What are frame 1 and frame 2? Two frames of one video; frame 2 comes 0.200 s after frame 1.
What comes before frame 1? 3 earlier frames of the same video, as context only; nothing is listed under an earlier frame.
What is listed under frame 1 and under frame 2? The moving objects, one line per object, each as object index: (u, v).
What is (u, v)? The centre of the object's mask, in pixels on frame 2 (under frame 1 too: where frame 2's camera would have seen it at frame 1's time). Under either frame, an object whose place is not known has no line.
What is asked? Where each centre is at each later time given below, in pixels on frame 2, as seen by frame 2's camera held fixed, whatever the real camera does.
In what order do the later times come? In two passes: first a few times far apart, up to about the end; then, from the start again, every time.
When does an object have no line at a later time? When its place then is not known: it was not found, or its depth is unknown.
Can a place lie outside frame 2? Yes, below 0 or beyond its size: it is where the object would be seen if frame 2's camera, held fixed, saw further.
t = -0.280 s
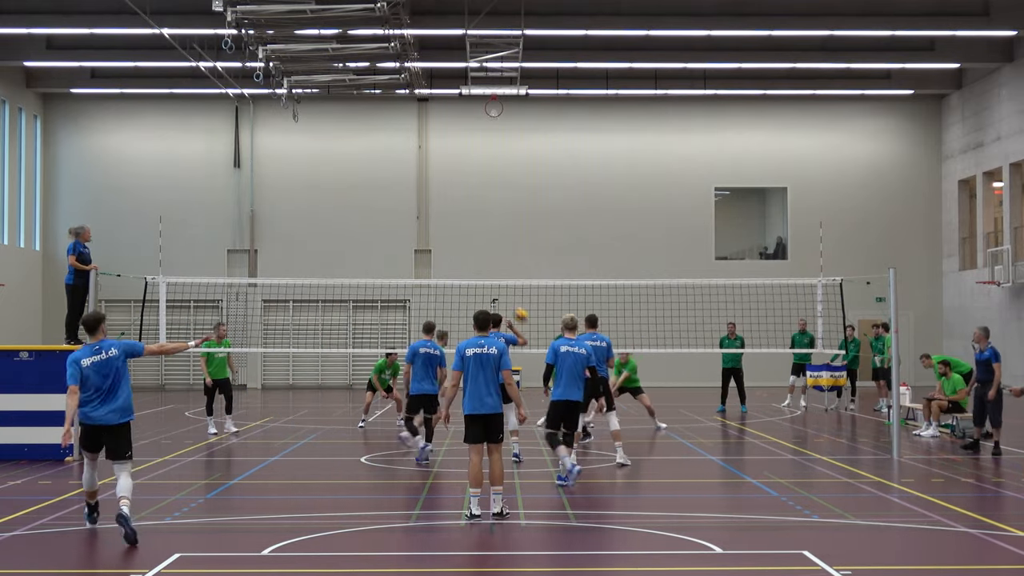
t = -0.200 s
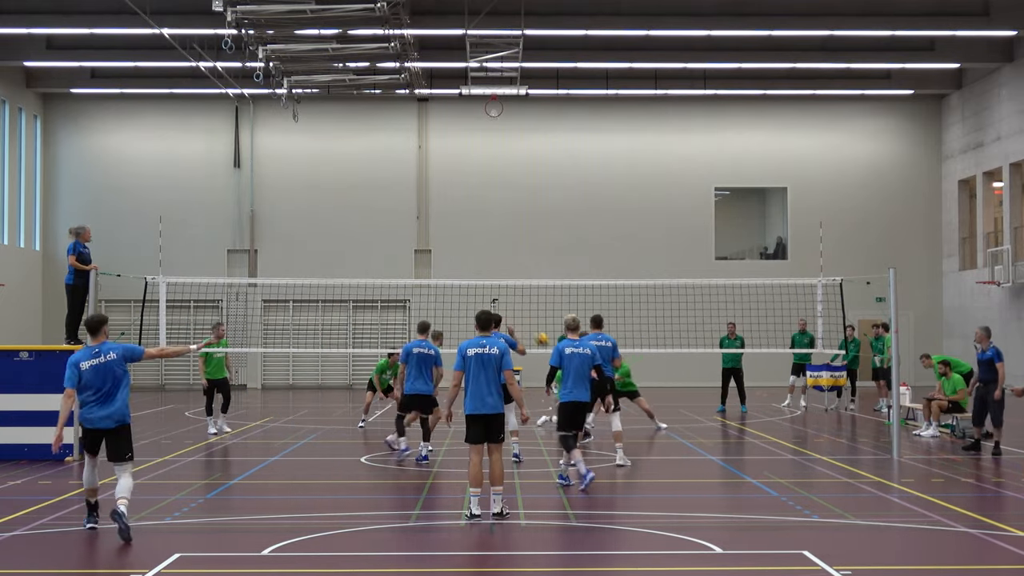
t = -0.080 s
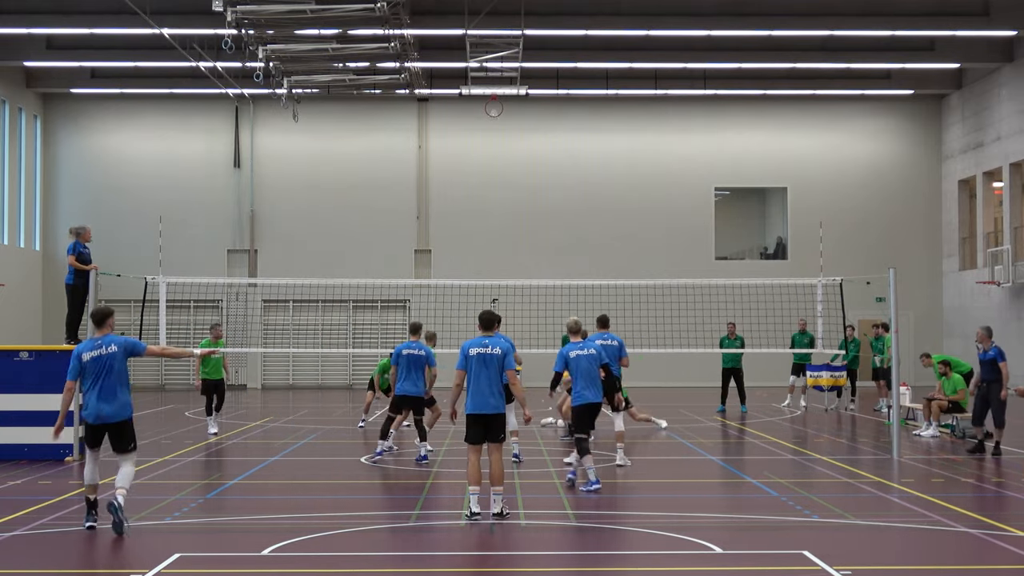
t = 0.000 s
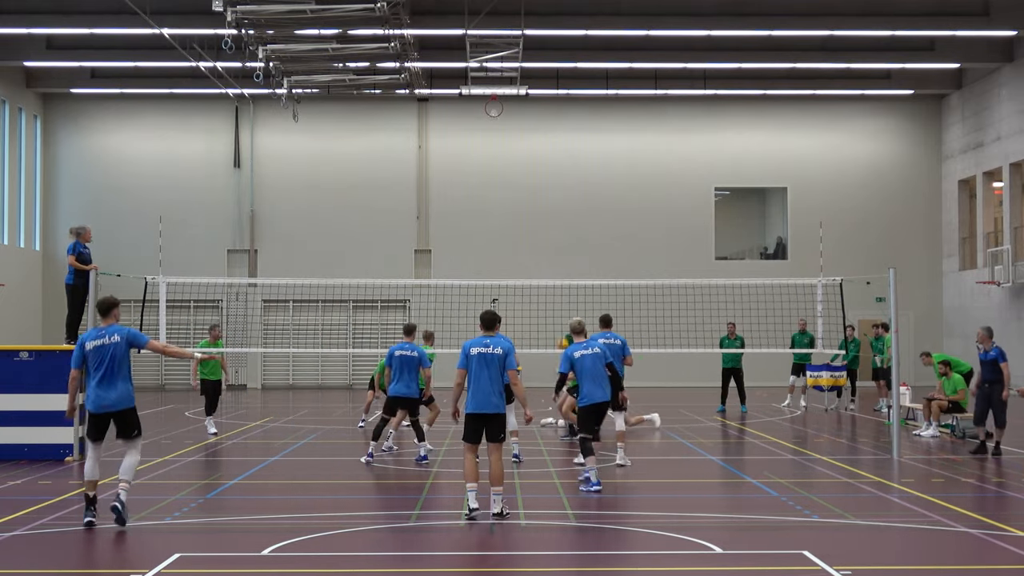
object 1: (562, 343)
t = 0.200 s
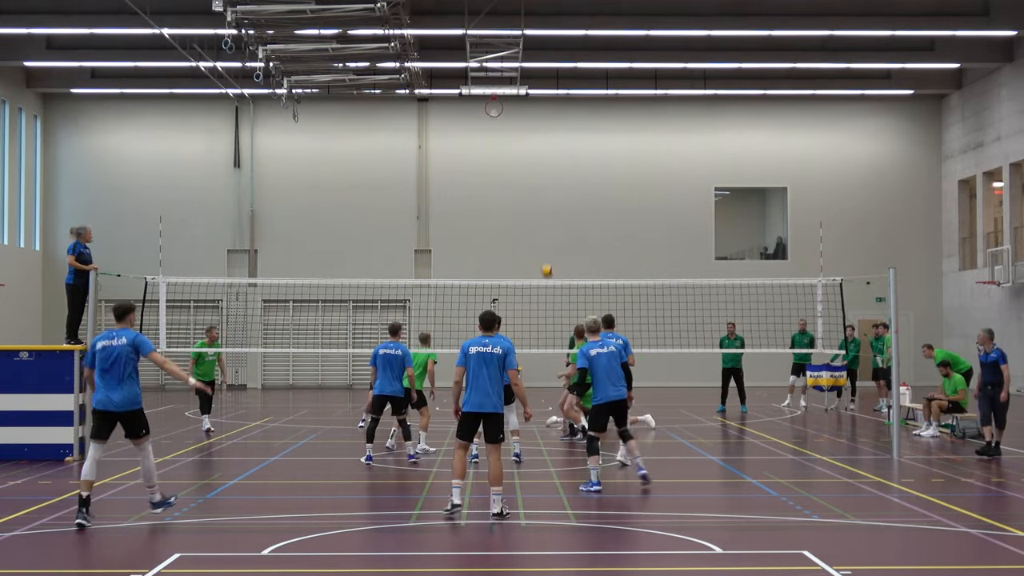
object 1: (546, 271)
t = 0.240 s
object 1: (544, 258)
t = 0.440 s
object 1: (531, 212)
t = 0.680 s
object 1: (516, 185)
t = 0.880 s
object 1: (504, 187)
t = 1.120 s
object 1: (490, 218)
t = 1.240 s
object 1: (481, 246)
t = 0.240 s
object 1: (544, 258)
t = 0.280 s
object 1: (541, 247)
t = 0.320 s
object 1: (538, 237)
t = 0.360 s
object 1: (535, 228)
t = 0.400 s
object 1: (533, 218)
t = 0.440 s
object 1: (531, 212)
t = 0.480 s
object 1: (528, 205)
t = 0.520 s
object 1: (525, 200)
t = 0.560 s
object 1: (523, 194)
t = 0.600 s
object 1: (521, 191)
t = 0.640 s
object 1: (518, 187)
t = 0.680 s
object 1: (516, 185)
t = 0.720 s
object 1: (513, 184)
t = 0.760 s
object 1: (511, 184)
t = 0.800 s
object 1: (509, 184)
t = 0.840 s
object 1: (506, 185)
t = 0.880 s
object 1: (504, 187)
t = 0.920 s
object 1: (501, 190)
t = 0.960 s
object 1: (499, 194)
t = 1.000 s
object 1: (496, 199)
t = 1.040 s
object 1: (494, 205)
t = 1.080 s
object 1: (492, 211)
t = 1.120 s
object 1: (490, 218)
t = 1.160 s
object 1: (486, 227)
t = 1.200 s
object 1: (484, 236)
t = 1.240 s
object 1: (481, 246)
